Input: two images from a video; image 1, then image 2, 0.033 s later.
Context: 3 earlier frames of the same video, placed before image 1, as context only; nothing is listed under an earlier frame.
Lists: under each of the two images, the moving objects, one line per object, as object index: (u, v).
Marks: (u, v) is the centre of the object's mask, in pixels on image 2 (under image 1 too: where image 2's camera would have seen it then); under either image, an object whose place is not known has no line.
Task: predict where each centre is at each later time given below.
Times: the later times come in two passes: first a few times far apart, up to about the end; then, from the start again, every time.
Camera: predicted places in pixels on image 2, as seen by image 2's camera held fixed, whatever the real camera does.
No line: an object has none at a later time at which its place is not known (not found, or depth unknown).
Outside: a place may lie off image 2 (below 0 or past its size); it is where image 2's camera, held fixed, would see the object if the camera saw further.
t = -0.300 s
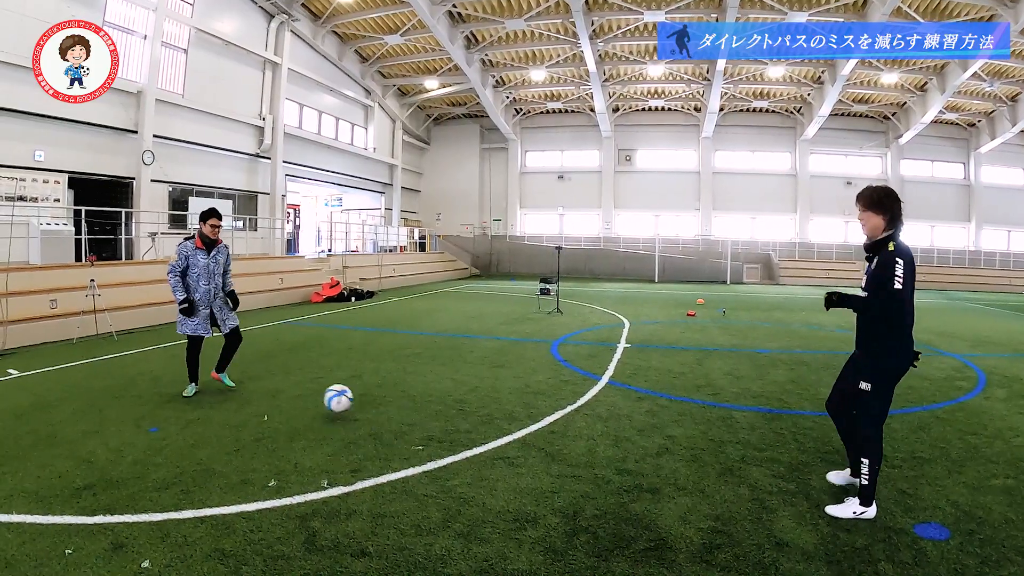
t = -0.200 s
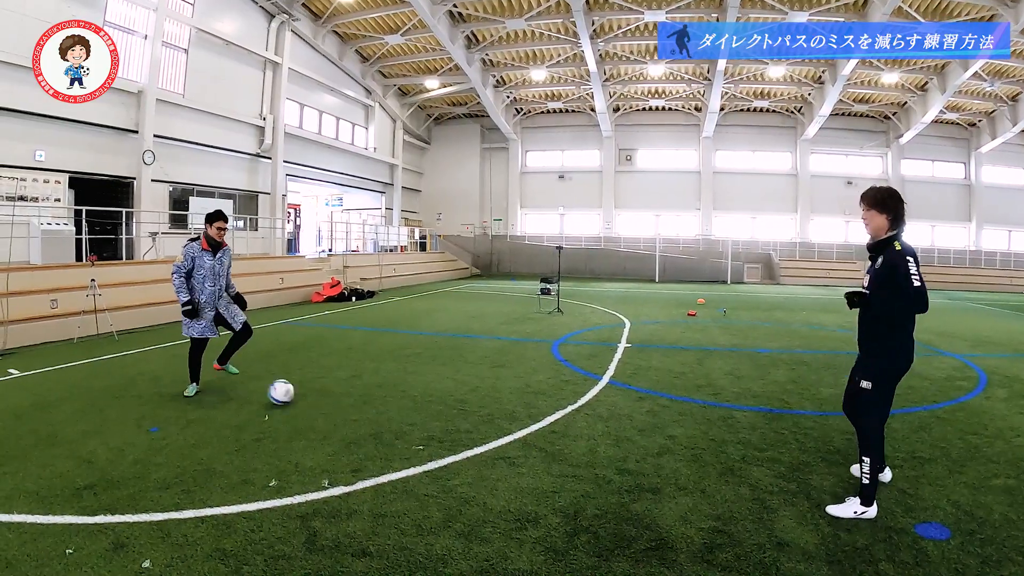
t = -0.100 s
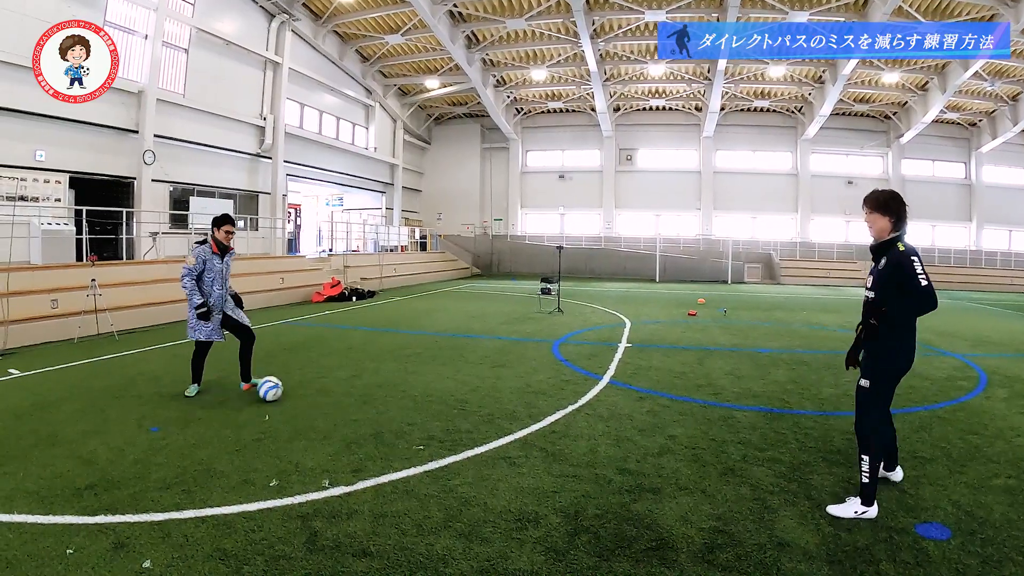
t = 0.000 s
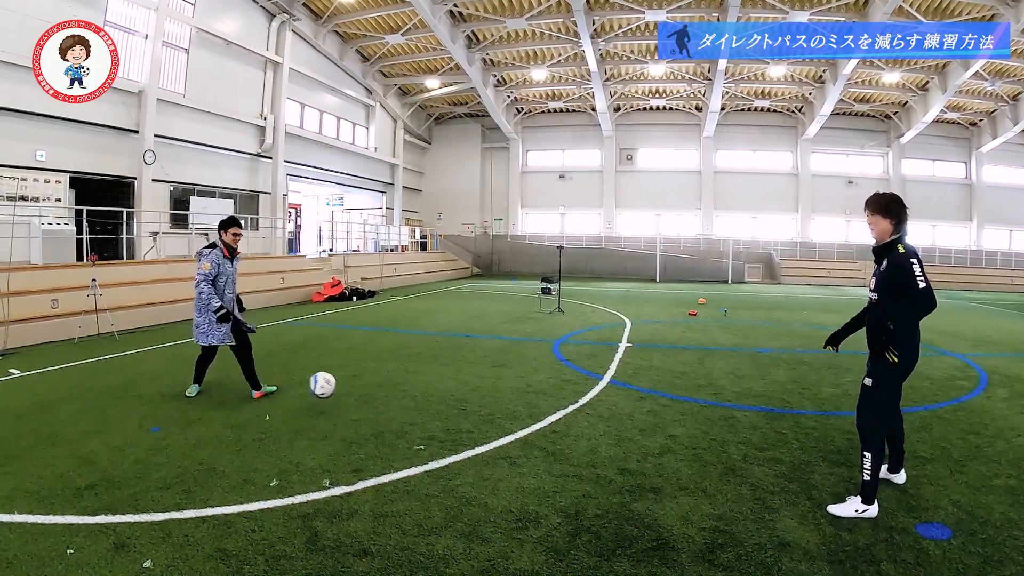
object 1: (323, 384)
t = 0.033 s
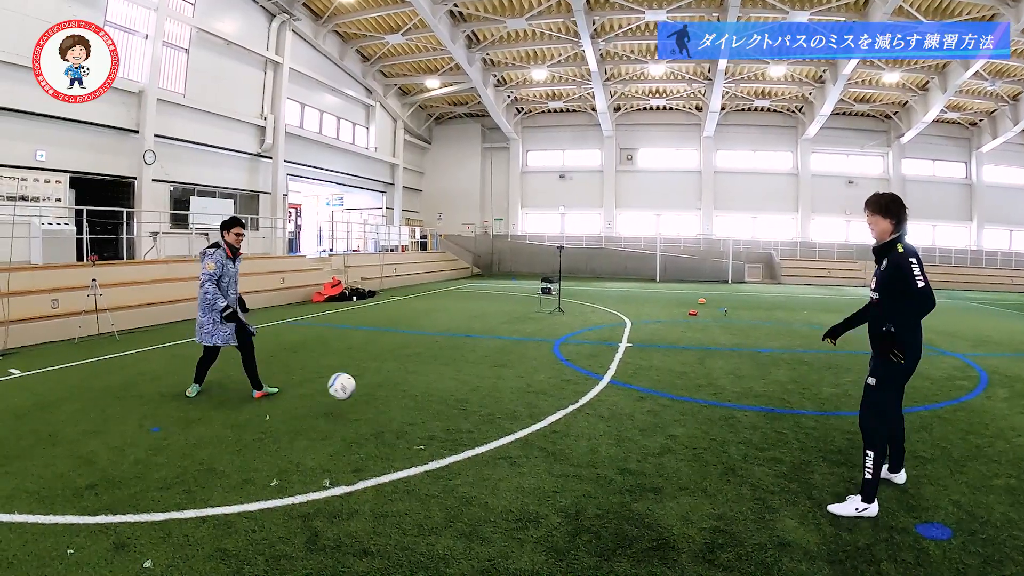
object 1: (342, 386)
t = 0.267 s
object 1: (497, 423)
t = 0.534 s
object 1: (656, 445)
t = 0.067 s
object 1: (361, 388)
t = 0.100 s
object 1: (382, 392)
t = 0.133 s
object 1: (404, 398)
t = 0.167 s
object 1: (427, 405)
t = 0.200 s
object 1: (451, 413)
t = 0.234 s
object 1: (476, 423)
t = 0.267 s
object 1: (497, 423)
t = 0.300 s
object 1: (516, 421)
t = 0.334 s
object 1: (535, 420)
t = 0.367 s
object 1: (555, 421)
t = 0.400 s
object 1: (574, 422)
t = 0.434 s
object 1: (595, 425)
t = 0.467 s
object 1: (616, 431)
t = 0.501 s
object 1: (636, 438)
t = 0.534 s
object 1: (656, 445)
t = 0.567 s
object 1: (677, 443)
